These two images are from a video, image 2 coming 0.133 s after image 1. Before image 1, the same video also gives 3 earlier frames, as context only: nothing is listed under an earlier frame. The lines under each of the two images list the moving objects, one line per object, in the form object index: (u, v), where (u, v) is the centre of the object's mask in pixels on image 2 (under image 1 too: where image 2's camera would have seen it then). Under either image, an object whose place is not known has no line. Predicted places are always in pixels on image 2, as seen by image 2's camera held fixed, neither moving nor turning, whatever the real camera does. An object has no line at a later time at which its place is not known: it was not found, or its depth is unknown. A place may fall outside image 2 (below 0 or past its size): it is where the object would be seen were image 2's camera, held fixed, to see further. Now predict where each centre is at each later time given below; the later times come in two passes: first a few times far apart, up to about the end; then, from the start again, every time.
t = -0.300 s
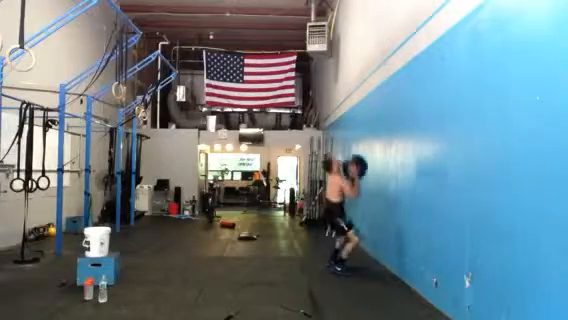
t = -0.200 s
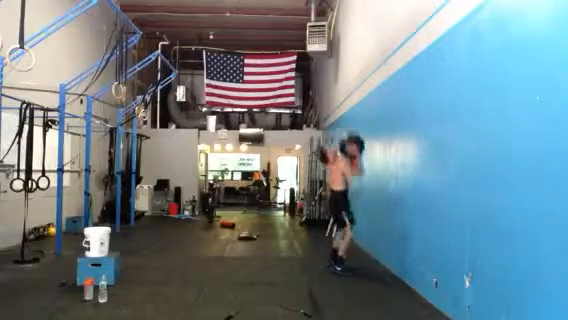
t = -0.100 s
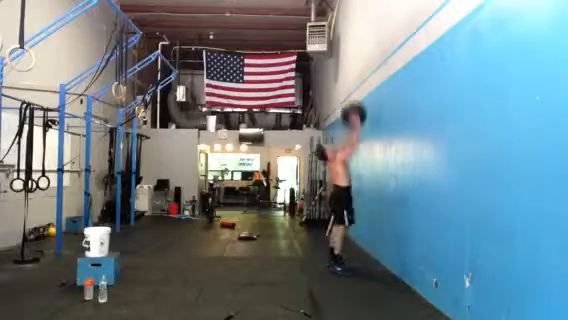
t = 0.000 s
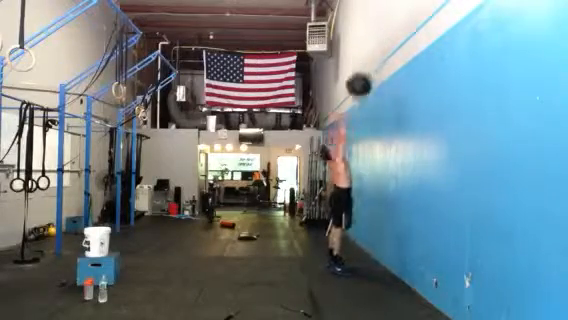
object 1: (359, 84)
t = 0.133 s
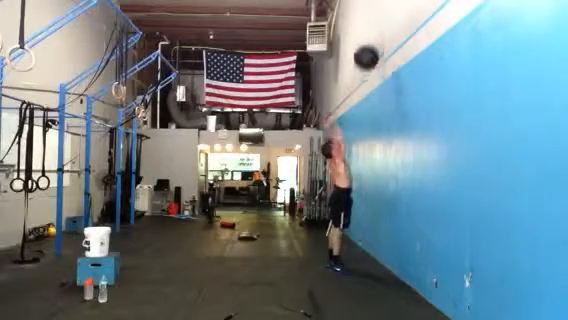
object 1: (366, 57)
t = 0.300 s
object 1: (375, 40)
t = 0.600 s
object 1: (374, 55)
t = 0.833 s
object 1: (366, 107)
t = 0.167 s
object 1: (368, 51)
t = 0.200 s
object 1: (370, 48)
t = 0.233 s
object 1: (371, 44)
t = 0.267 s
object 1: (373, 42)
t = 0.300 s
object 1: (375, 40)
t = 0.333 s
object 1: (377, 39)
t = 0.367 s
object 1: (379, 38)
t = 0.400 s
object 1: (379, 39)
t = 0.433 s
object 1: (379, 40)
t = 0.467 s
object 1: (378, 41)
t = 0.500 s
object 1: (377, 43)
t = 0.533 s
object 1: (376, 46)
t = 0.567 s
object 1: (375, 50)
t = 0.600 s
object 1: (374, 55)
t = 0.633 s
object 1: (372, 60)
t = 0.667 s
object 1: (371, 66)
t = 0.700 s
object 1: (370, 73)
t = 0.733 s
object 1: (369, 81)
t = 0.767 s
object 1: (369, 89)
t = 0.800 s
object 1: (368, 98)
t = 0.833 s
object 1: (366, 107)
